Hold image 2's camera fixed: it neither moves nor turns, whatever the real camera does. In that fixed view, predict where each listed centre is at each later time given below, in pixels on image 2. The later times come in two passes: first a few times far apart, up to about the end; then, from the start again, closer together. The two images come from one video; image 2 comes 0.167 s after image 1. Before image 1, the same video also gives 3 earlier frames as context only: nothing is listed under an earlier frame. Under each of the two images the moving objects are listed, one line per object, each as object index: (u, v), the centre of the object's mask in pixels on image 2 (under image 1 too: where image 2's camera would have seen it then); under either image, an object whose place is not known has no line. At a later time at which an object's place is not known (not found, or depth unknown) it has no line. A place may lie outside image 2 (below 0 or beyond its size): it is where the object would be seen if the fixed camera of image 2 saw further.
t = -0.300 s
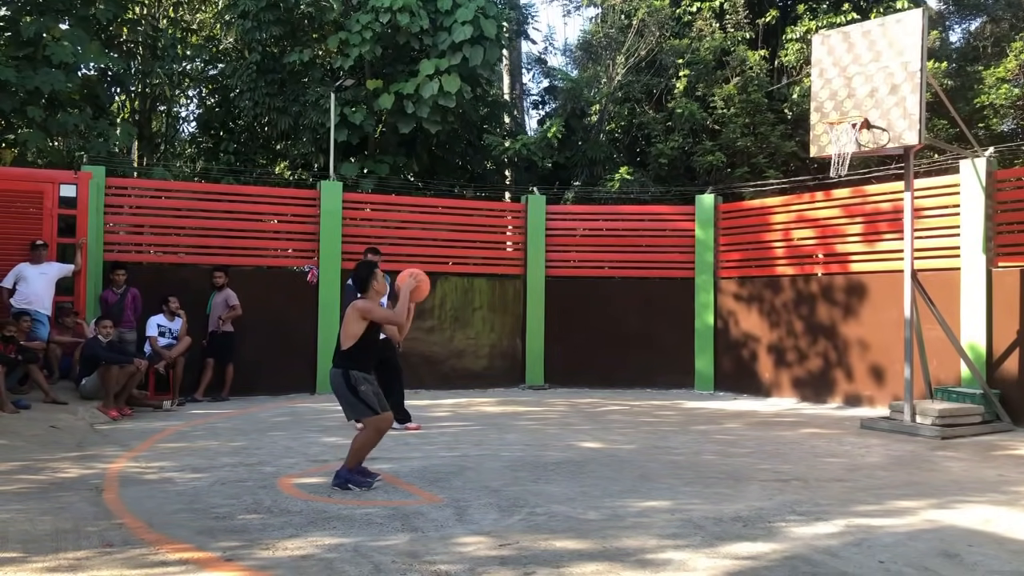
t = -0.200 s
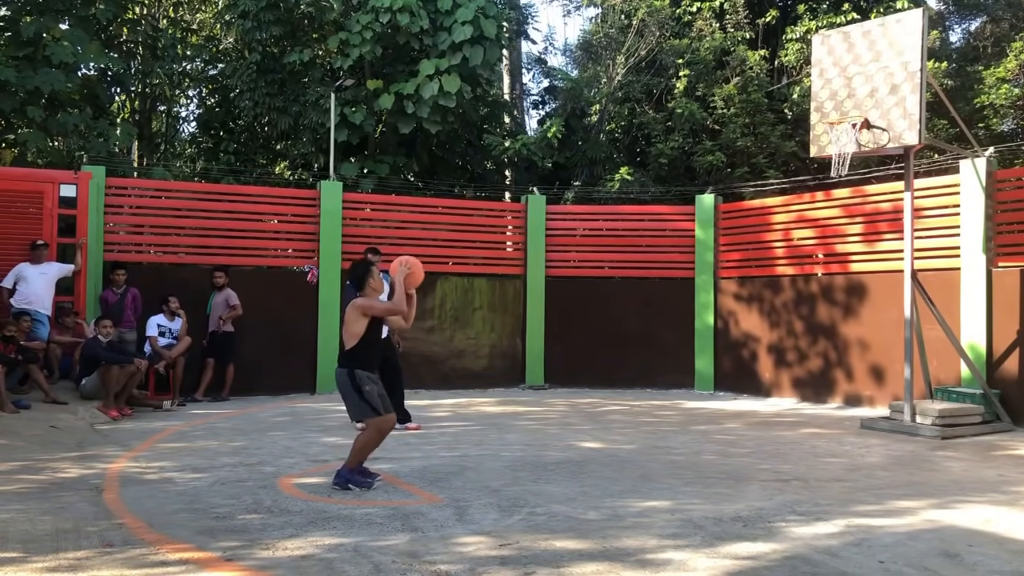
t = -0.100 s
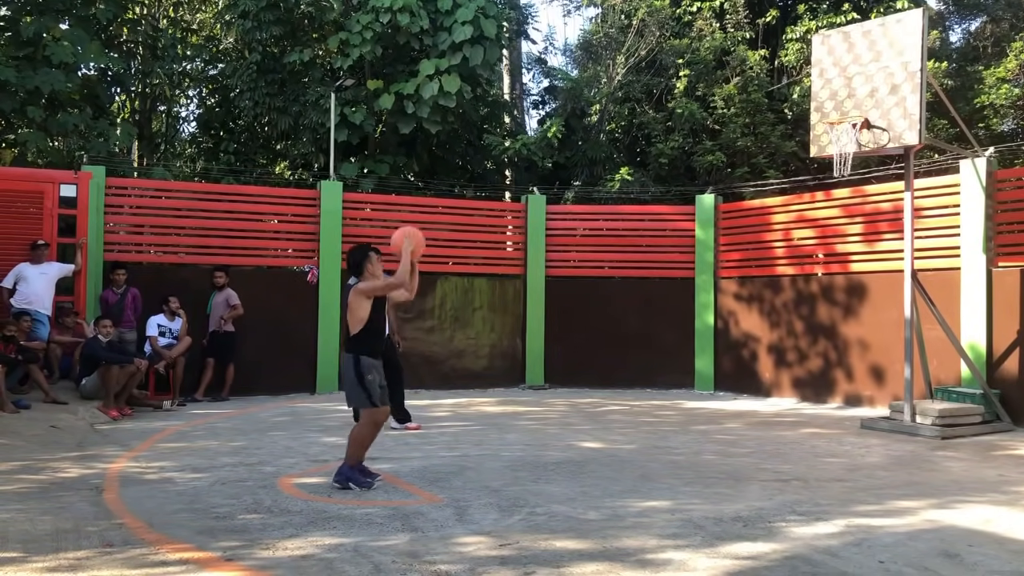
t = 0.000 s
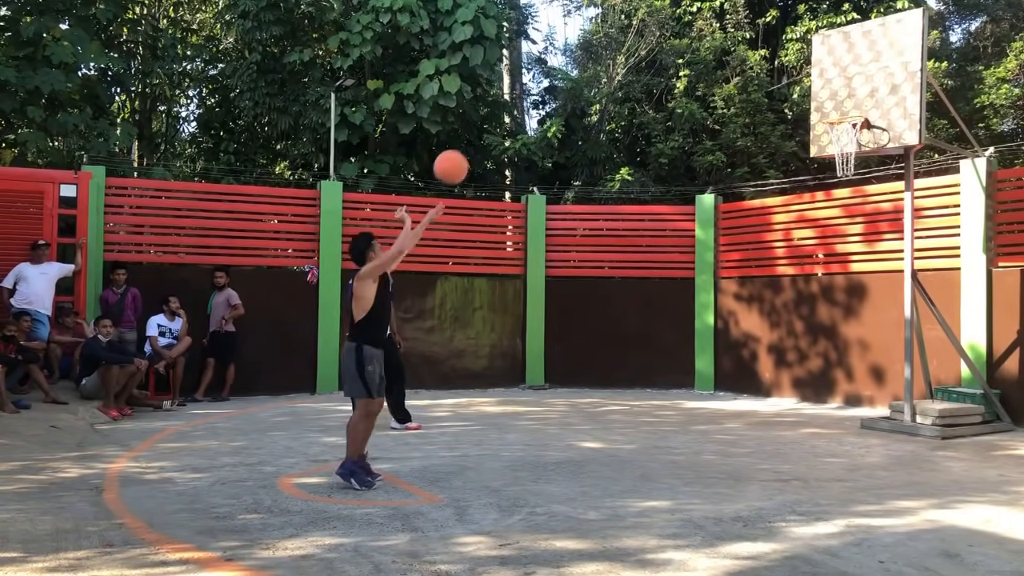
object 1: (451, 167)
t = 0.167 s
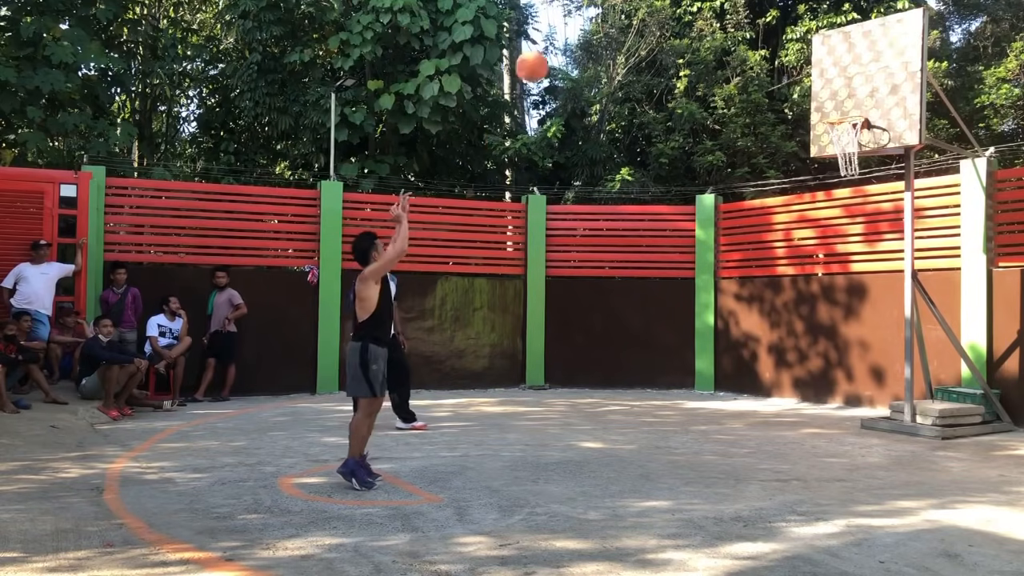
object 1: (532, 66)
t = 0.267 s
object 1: (578, 28)
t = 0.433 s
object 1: (642, 4)
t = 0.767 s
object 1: (756, 29)
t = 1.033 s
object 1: (821, 115)
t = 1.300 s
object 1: (810, 108)
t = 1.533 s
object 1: (797, 152)
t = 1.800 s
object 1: (775, 252)
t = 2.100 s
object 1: (755, 400)
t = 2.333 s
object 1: (744, 295)
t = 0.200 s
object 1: (547, 52)
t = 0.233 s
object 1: (564, 40)
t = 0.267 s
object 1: (578, 28)
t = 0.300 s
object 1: (590, 17)
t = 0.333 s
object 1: (604, 12)
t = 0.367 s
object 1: (617, 8)
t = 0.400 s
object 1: (630, 5)
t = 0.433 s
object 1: (642, 4)
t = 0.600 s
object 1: (702, 5)
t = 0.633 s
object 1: (713, 6)
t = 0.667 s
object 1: (724, 9)
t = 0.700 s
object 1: (735, 13)
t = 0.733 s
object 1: (746, 20)
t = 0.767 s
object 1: (756, 29)
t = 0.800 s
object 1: (766, 38)
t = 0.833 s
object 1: (776, 49)
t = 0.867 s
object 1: (786, 60)
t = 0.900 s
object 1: (795, 73)
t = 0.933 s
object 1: (804, 87)
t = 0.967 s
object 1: (813, 101)
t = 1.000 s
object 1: (820, 114)
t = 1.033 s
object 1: (821, 115)
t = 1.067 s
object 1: (821, 114)
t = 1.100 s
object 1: (819, 110)
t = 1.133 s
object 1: (818, 107)
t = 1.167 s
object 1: (816, 105)
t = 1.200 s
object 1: (814, 104)
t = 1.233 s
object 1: (813, 105)
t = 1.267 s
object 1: (811, 106)
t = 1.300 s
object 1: (810, 108)
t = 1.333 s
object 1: (808, 112)
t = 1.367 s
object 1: (807, 116)
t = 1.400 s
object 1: (805, 122)
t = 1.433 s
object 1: (803, 129)
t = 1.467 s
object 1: (802, 137)
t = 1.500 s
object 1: (800, 144)
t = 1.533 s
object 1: (797, 152)
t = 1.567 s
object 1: (794, 161)
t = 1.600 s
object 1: (791, 170)
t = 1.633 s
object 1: (789, 182)
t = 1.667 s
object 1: (786, 193)
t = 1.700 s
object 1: (783, 206)
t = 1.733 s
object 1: (780, 221)
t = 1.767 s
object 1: (778, 236)
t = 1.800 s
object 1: (775, 252)
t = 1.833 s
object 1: (773, 268)
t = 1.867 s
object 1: (771, 286)
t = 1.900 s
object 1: (769, 304)
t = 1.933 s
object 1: (767, 325)
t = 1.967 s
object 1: (763, 346)
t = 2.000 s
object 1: (762, 367)
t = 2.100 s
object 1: (755, 400)
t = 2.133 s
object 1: (754, 383)
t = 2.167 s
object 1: (750, 364)
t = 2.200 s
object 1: (750, 348)
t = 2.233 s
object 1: (749, 335)
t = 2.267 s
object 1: (747, 319)
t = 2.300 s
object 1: (746, 306)
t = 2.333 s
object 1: (744, 295)
